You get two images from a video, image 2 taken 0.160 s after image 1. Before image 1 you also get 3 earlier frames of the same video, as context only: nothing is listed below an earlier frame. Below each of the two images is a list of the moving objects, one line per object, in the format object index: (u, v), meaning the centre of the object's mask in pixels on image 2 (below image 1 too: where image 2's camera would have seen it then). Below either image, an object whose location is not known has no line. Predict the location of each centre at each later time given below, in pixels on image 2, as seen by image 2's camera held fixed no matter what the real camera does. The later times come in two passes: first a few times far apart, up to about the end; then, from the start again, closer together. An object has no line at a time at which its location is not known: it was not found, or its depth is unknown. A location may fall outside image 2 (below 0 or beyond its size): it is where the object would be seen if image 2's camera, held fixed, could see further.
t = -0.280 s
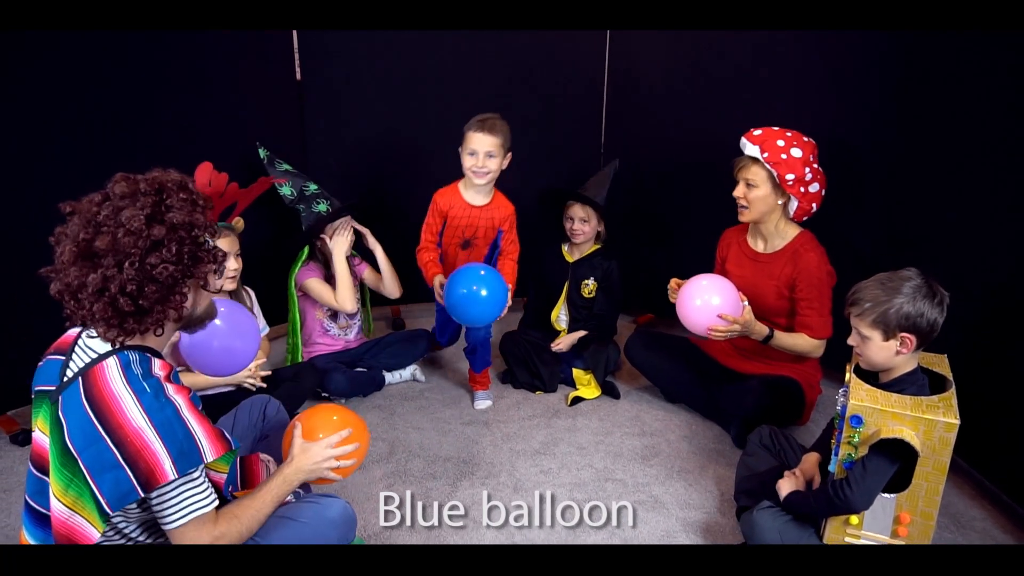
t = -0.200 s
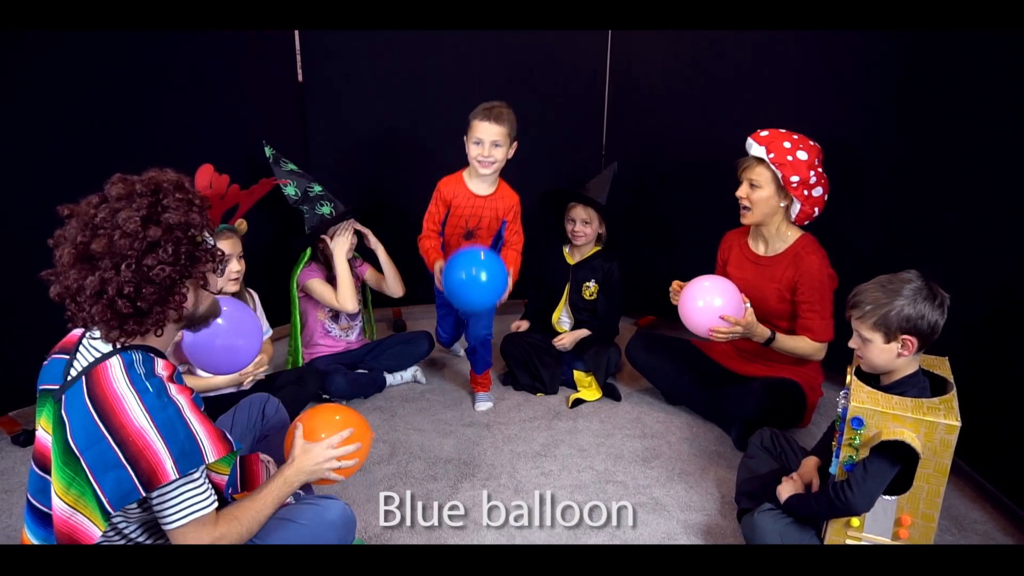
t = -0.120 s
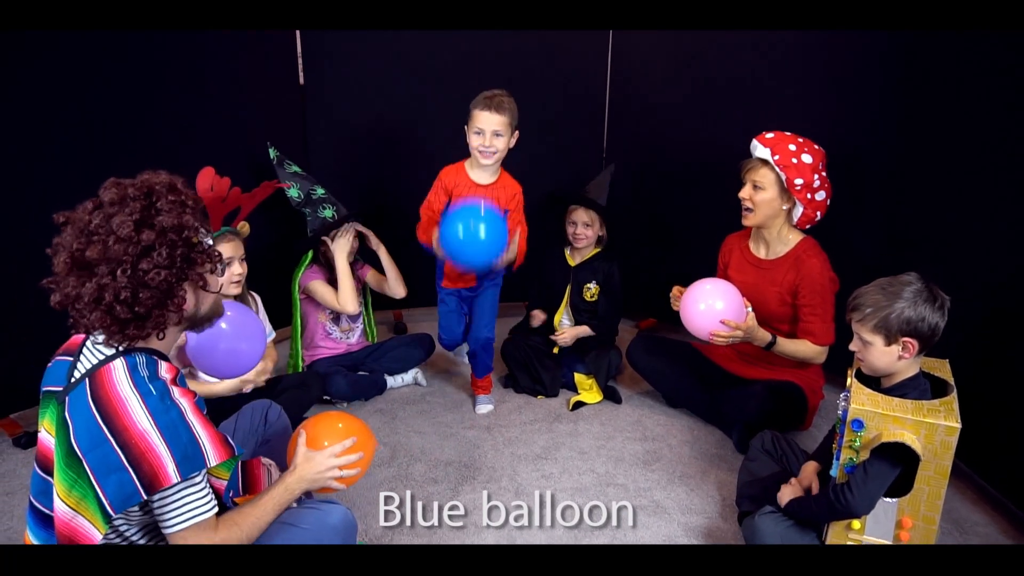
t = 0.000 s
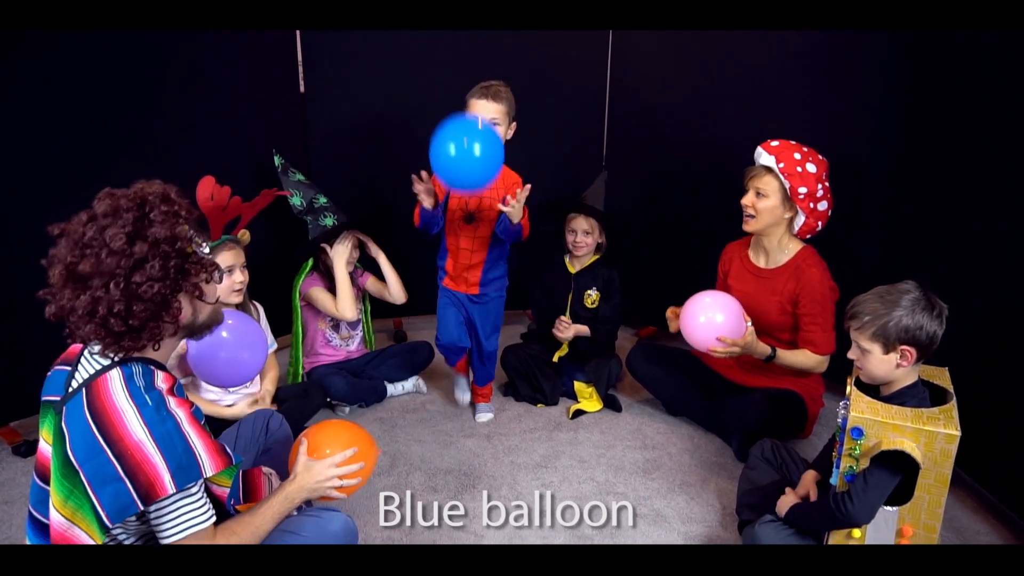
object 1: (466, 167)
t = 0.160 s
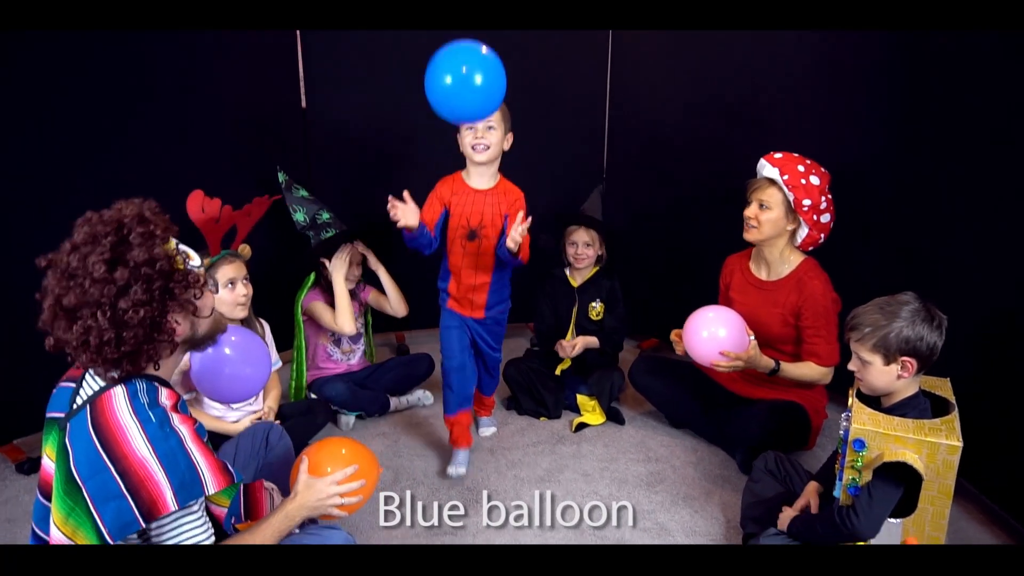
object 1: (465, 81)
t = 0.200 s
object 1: (466, 66)
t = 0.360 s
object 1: (468, 35)
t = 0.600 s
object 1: (468, 23)
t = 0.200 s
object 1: (466, 66)
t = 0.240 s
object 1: (466, 56)
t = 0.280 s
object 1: (466, 48)
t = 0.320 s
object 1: (467, 41)
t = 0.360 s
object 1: (468, 35)
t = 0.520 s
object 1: (468, 22)
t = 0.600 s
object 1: (468, 23)
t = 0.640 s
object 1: (469, 25)
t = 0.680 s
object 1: (469, 30)
